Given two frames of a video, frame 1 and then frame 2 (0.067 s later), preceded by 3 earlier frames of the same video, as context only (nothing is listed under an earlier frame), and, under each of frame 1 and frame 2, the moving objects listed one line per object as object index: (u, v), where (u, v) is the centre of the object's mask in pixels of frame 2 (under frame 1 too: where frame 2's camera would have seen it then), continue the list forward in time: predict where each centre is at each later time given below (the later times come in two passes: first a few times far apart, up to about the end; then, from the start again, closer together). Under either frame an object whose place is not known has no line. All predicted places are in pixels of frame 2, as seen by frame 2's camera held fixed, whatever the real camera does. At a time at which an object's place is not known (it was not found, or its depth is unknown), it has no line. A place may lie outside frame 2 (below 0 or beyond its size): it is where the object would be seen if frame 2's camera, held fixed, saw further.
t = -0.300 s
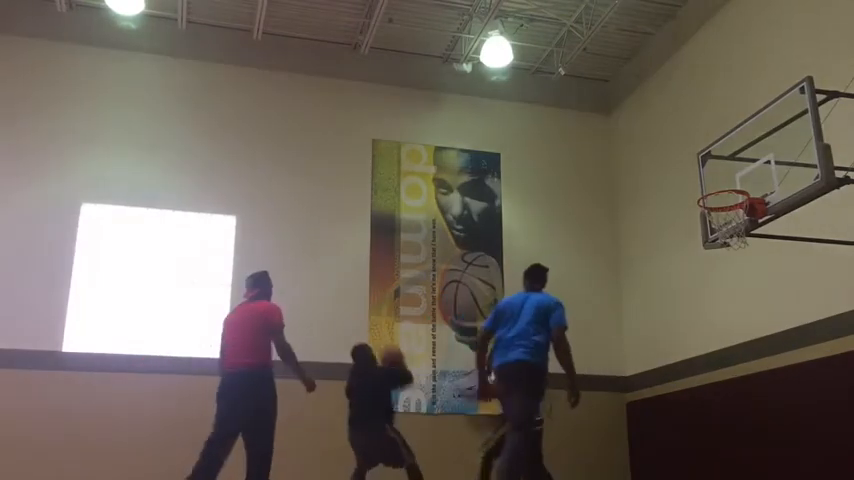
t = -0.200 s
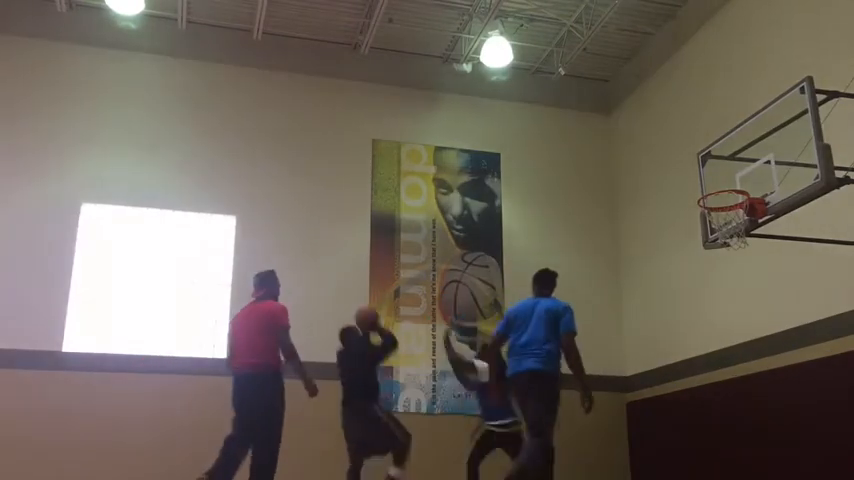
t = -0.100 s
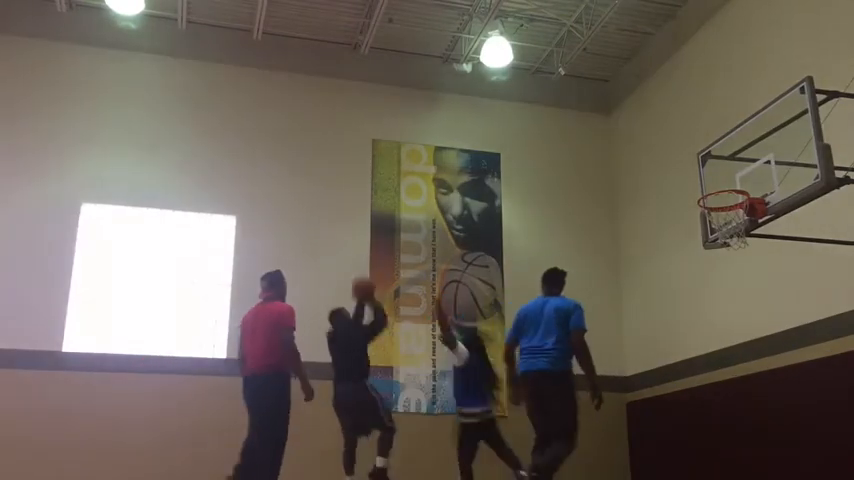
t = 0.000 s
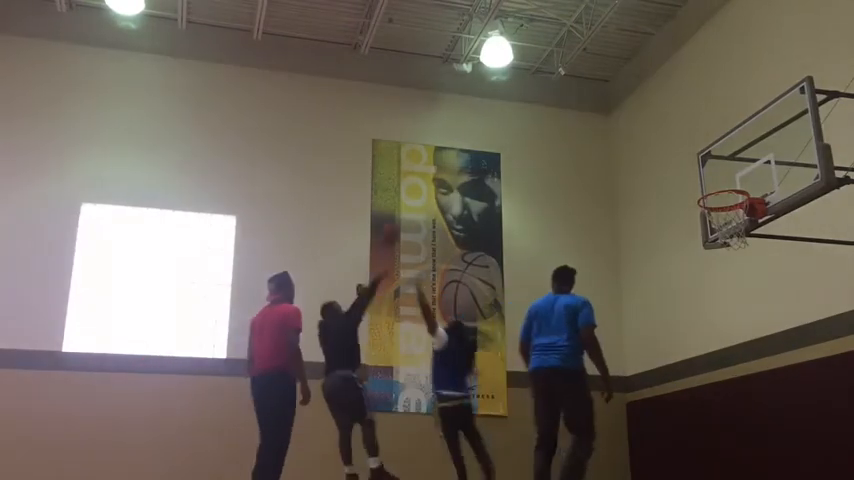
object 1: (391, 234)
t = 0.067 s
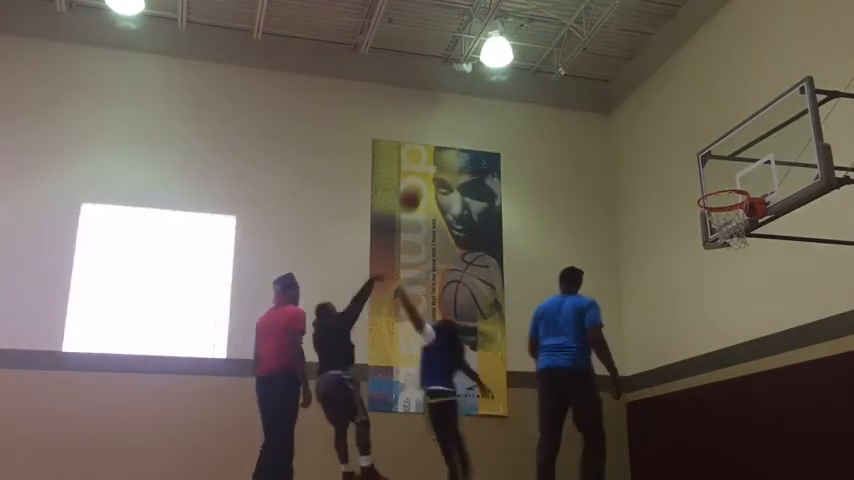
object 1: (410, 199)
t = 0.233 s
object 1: (459, 135)
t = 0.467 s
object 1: (526, 89)
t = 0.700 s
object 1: (590, 85)
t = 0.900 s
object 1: (649, 120)
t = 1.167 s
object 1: (728, 215)
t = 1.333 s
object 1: (703, 278)
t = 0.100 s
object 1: (419, 185)
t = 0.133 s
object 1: (429, 171)
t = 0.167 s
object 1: (439, 157)
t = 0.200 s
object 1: (450, 145)
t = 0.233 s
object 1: (459, 135)
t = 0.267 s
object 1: (469, 125)
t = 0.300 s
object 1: (478, 117)
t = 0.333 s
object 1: (488, 108)
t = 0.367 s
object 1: (498, 103)
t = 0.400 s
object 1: (507, 97)
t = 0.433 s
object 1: (517, 92)
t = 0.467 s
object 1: (526, 89)
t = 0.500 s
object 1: (536, 85)
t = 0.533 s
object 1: (543, 82)
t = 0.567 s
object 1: (554, 81)
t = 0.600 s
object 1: (566, 80)
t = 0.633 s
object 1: (572, 82)
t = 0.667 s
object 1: (581, 84)
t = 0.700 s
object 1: (590, 85)
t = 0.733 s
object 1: (600, 88)
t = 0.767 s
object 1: (610, 94)
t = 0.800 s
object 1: (620, 102)
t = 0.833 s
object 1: (631, 105)
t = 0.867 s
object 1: (639, 113)
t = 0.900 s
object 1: (649, 120)
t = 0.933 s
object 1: (659, 129)
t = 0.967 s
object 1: (668, 138)
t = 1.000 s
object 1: (678, 148)
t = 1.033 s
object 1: (688, 160)
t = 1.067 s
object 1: (699, 173)
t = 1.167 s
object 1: (728, 215)
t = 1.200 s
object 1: (725, 225)
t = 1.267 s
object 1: (712, 251)
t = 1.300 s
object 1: (707, 264)
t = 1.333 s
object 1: (703, 278)
